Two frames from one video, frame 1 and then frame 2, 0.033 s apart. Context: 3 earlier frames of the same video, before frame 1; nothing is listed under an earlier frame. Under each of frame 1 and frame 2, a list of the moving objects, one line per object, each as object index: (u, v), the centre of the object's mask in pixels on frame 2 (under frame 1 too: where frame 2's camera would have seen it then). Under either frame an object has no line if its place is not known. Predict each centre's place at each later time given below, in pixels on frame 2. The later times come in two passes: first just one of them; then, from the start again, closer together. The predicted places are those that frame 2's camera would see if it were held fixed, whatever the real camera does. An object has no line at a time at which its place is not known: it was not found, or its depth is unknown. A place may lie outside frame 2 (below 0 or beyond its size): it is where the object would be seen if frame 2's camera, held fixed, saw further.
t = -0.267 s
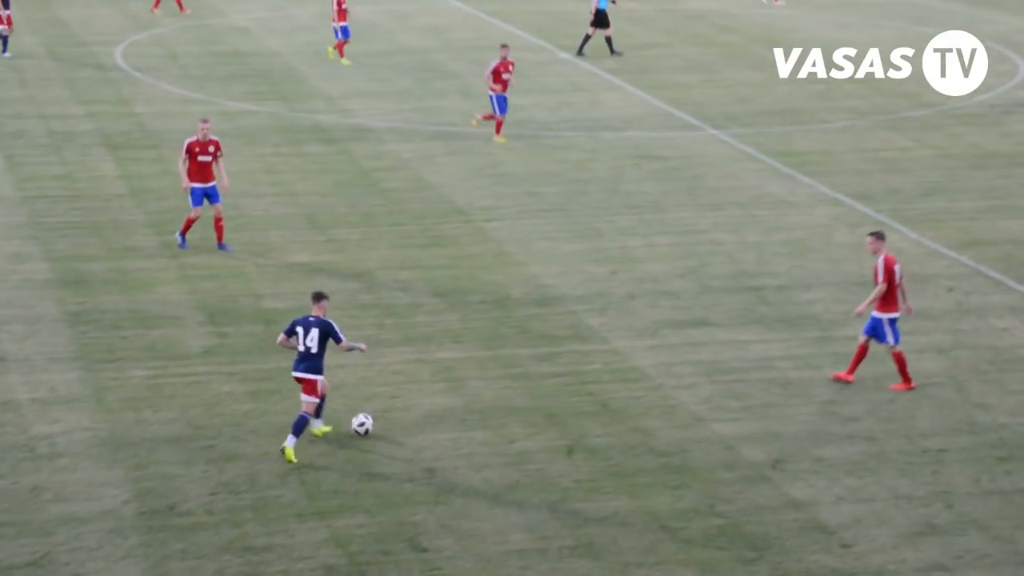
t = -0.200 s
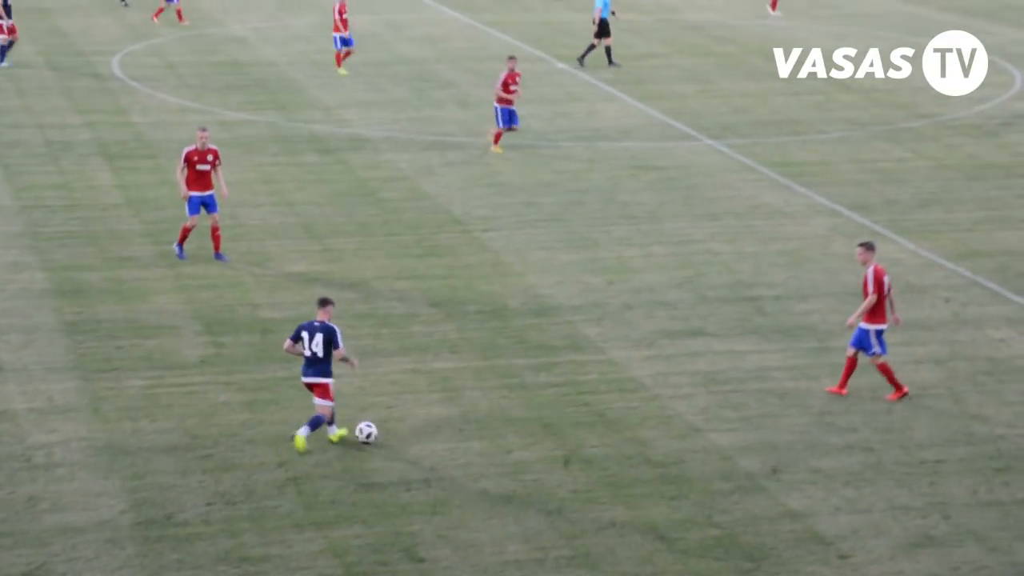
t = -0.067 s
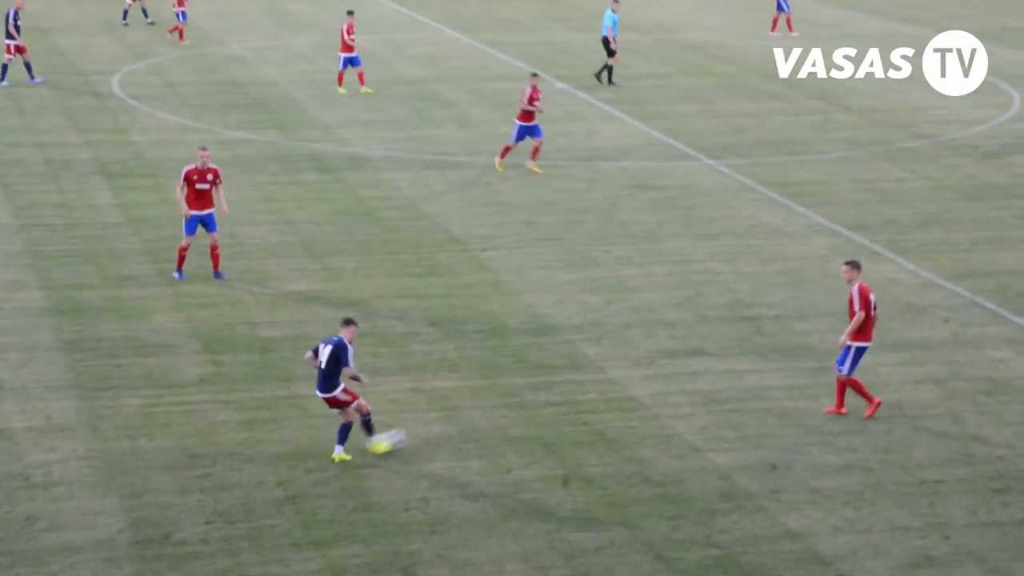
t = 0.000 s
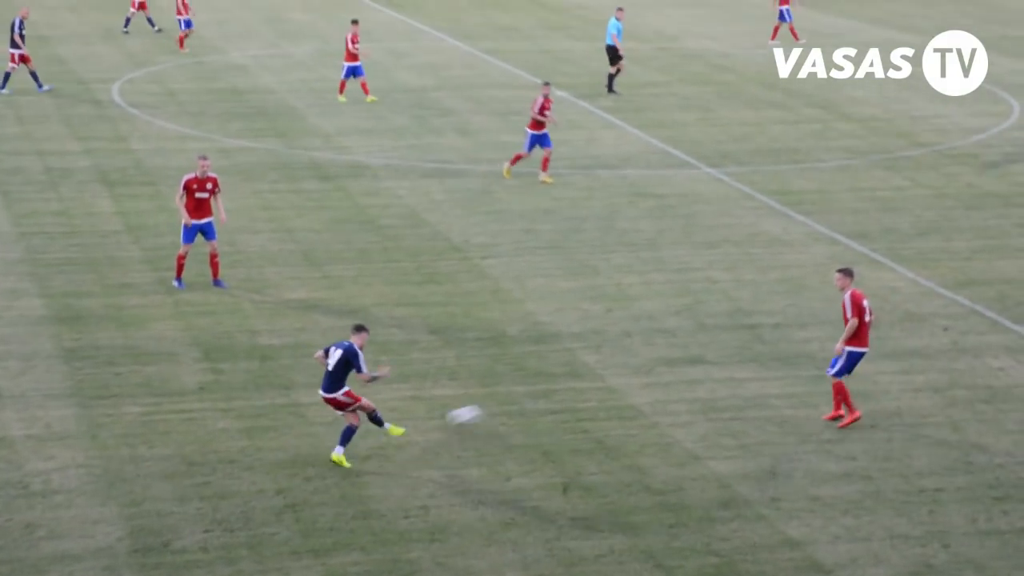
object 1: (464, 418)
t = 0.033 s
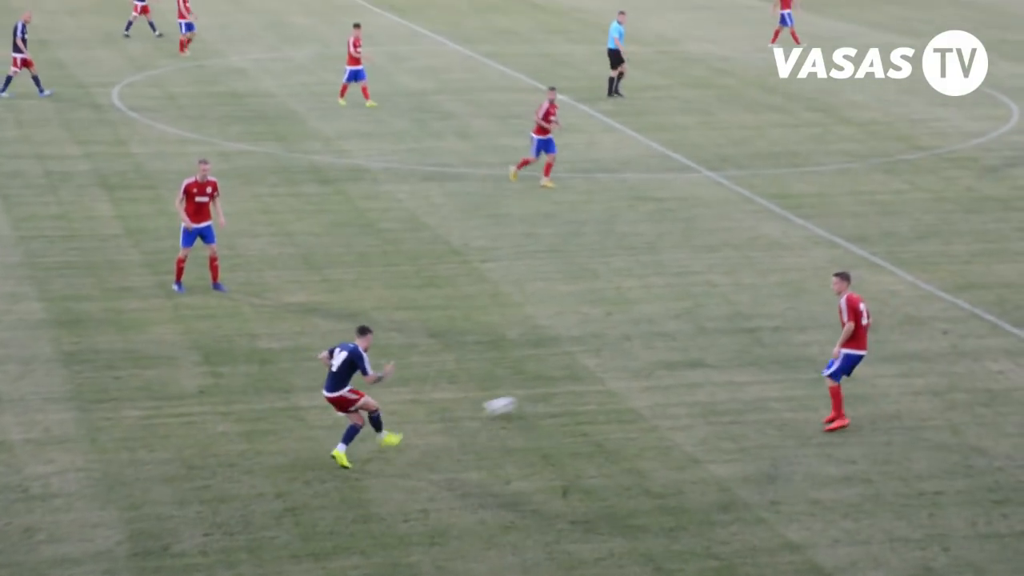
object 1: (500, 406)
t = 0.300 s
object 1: (711, 325)
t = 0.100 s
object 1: (564, 385)
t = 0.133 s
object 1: (591, 374)
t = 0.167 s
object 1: (617, 361)
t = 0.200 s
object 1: (642, 349)
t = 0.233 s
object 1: (666, 339)
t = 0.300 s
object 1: (711, 325)
